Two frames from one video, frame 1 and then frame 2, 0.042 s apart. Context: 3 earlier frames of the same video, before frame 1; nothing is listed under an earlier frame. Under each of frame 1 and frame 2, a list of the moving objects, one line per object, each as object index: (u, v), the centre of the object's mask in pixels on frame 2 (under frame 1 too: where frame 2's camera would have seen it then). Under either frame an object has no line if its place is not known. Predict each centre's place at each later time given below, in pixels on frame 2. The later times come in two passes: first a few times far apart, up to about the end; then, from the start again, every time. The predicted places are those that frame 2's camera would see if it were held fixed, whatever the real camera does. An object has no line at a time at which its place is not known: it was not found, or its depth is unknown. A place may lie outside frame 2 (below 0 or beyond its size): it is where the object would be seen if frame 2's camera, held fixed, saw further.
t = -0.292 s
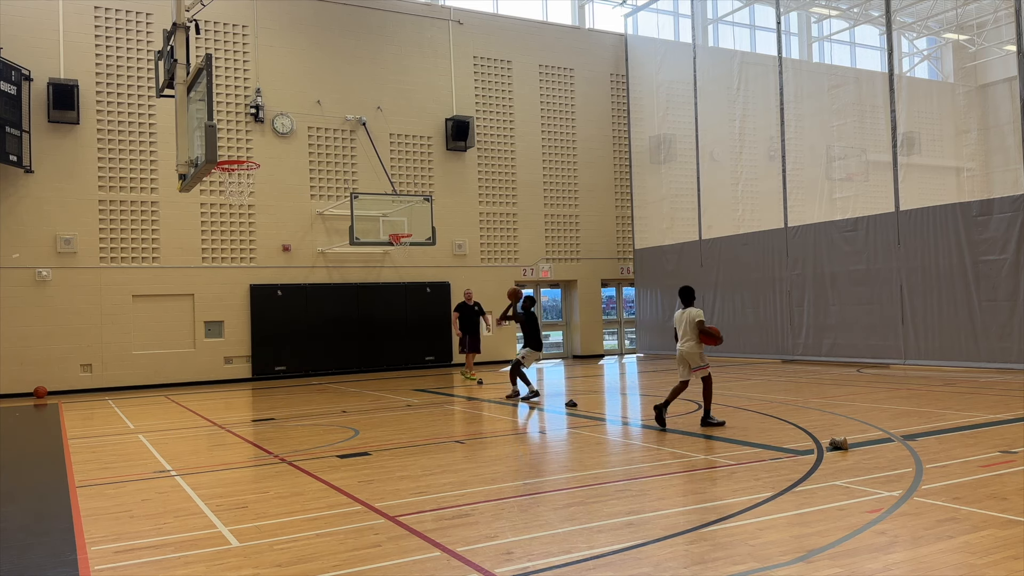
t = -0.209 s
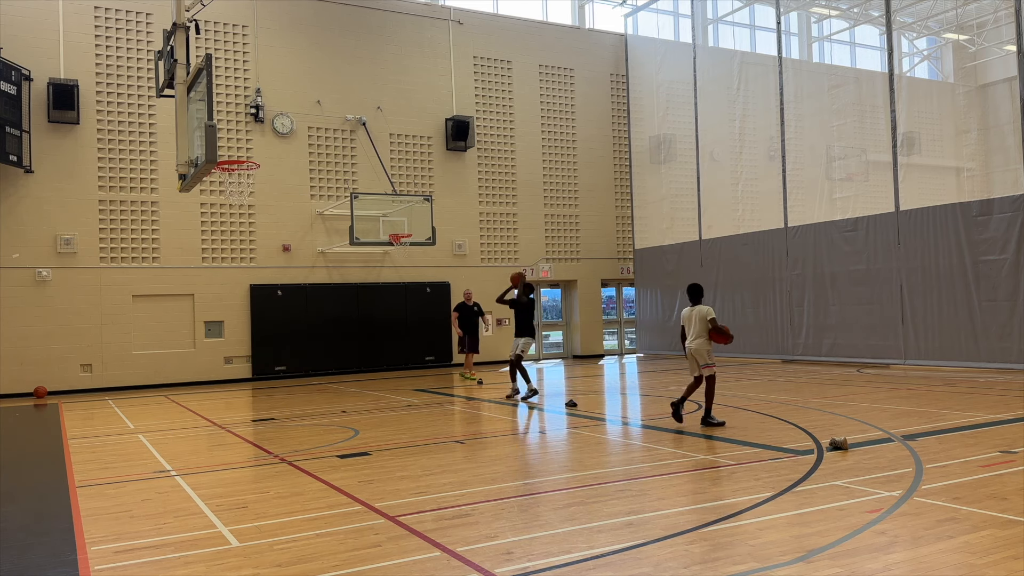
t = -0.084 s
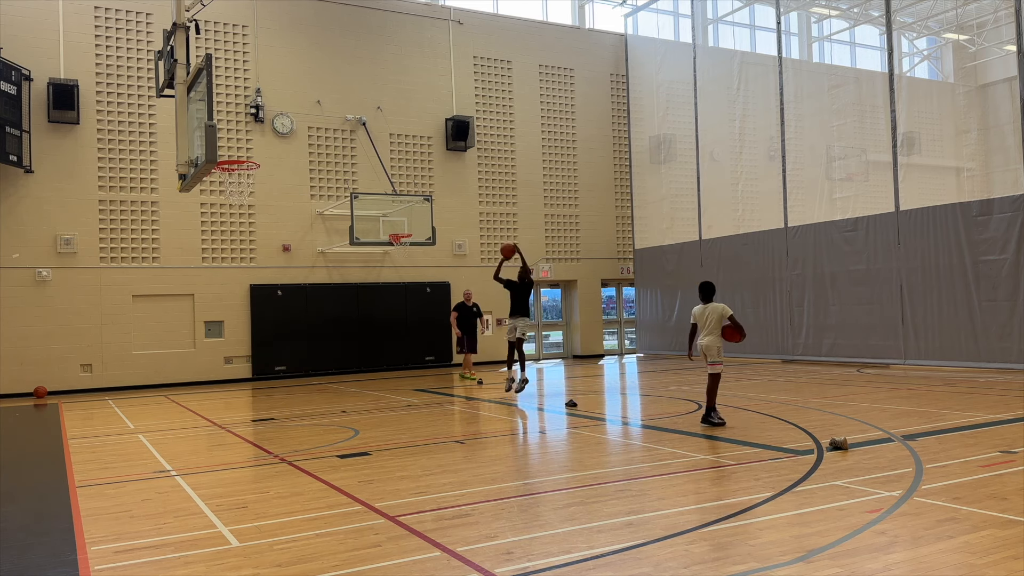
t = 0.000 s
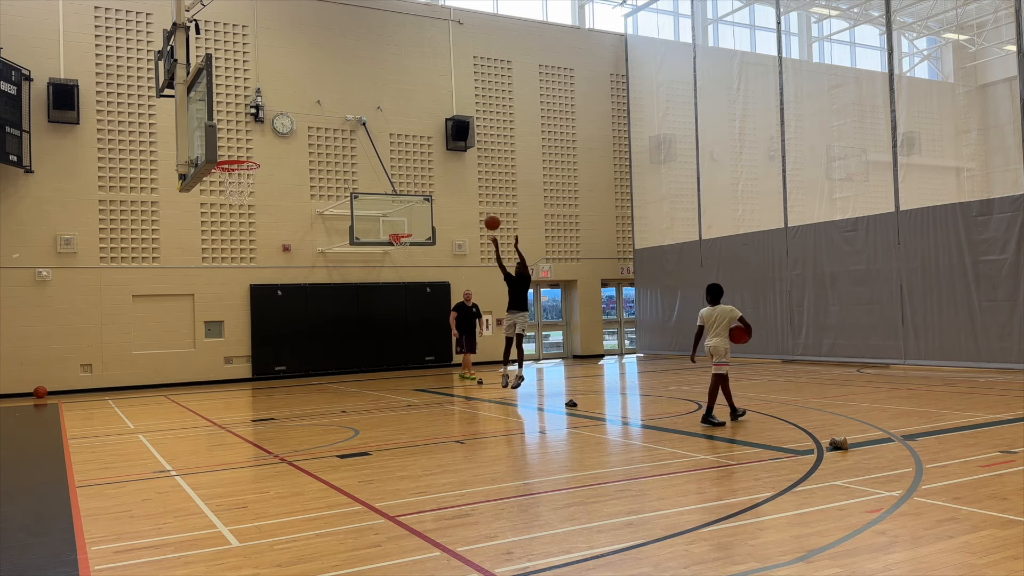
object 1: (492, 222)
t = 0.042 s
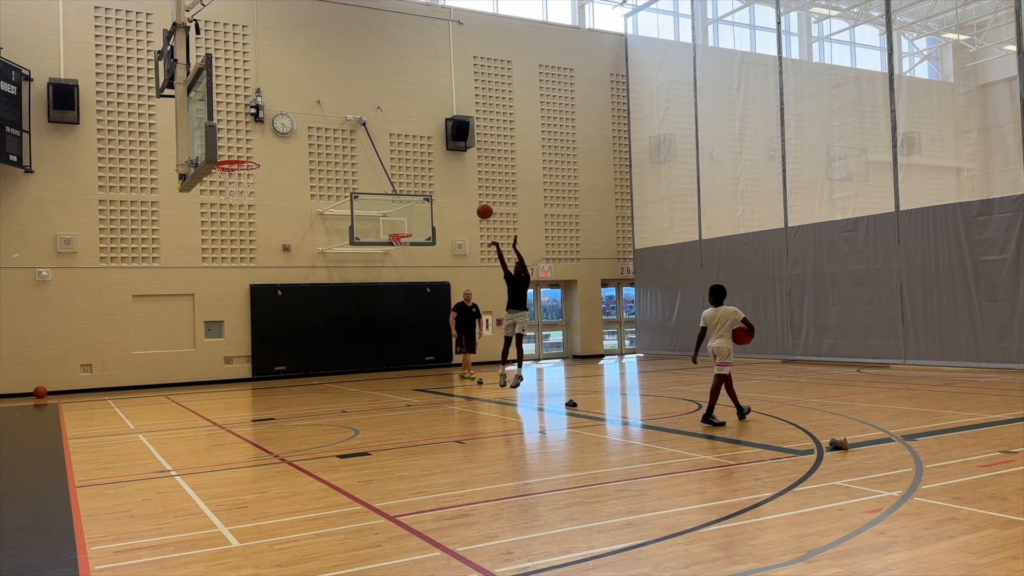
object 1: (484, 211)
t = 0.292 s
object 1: (419, 144)
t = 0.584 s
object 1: (341, 120)
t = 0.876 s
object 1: (252, 154)
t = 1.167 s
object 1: (224, 145)
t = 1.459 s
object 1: (224, 175)
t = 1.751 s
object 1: (226, 223)
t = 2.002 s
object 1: (232, 320)
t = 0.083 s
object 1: (473, 196)
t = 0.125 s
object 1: (465, 186)
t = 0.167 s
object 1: (453, 172)
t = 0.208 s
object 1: (445, 164)
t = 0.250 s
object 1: (432, 153)
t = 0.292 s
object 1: (419, 144)
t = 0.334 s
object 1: (411, 138)
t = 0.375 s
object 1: (397, 131)
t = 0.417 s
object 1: (388, 127)
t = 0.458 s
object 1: (375, 123)
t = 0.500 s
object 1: (365, 121)
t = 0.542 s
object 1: (351, 120)
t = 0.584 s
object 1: (341, 120)
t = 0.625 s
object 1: (326, 122)
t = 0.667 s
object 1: (316, 124)
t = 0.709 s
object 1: (301, 130)
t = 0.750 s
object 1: (291, 135)
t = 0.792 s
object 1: (274, 144)
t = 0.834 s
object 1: (264, 152)
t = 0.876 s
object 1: (252, 154)
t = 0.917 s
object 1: (245, 151)
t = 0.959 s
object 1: (234, 147)
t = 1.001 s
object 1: (228, 145)
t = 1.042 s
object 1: (223, 144)
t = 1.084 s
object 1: (219, 145)
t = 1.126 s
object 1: (222, 144)
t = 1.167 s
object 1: (224, 145)
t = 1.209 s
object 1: (230, 148)
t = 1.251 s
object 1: (236, 151)
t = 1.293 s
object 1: (245, 155)
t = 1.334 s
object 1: (247, 157)
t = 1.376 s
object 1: (239, 166)
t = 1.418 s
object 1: (234, 172)
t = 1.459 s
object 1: (224, 175)
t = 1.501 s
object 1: (223, 179)
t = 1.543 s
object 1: (223, 185)
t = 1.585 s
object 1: (223, 189)
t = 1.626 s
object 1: (224, 200)
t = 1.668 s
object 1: (224, 204)
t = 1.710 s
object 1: (225, 214)
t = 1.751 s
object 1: (226, 223)
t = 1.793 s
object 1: (227, 238)
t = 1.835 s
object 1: (228, 249)
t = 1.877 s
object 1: (229, 268)
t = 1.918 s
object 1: (230, 282)
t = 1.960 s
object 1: (231, 304)
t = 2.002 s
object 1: (232, 320)
